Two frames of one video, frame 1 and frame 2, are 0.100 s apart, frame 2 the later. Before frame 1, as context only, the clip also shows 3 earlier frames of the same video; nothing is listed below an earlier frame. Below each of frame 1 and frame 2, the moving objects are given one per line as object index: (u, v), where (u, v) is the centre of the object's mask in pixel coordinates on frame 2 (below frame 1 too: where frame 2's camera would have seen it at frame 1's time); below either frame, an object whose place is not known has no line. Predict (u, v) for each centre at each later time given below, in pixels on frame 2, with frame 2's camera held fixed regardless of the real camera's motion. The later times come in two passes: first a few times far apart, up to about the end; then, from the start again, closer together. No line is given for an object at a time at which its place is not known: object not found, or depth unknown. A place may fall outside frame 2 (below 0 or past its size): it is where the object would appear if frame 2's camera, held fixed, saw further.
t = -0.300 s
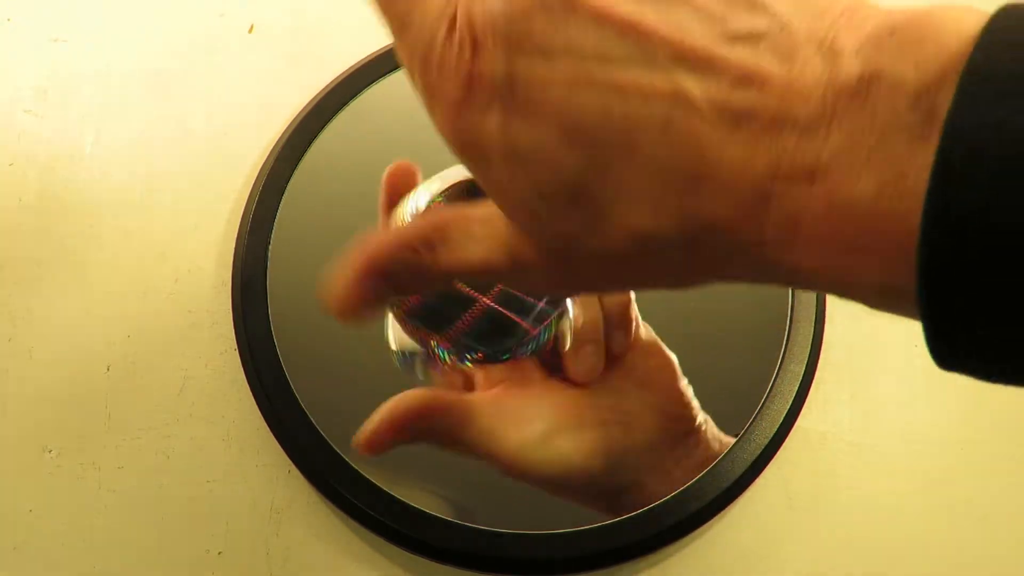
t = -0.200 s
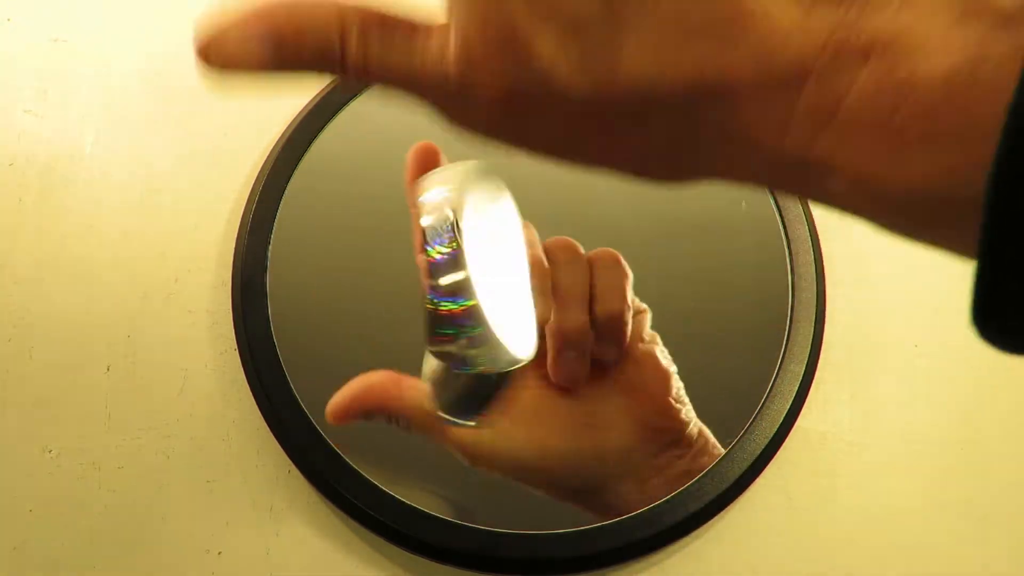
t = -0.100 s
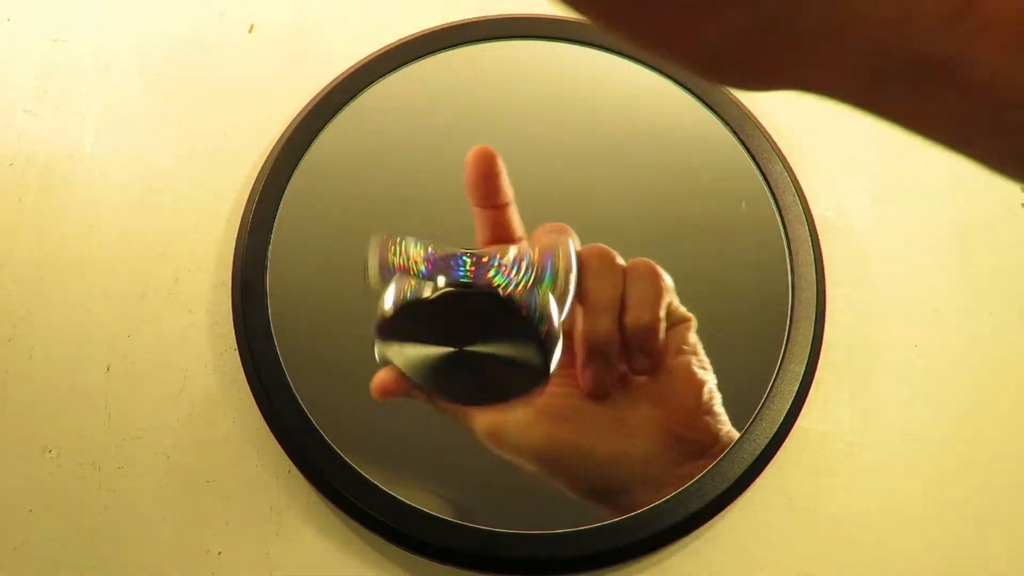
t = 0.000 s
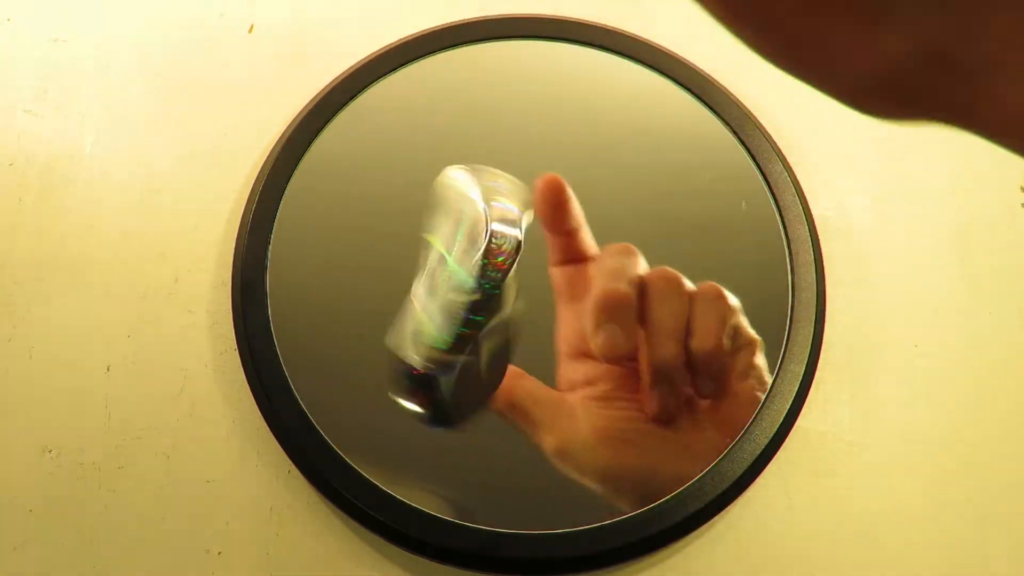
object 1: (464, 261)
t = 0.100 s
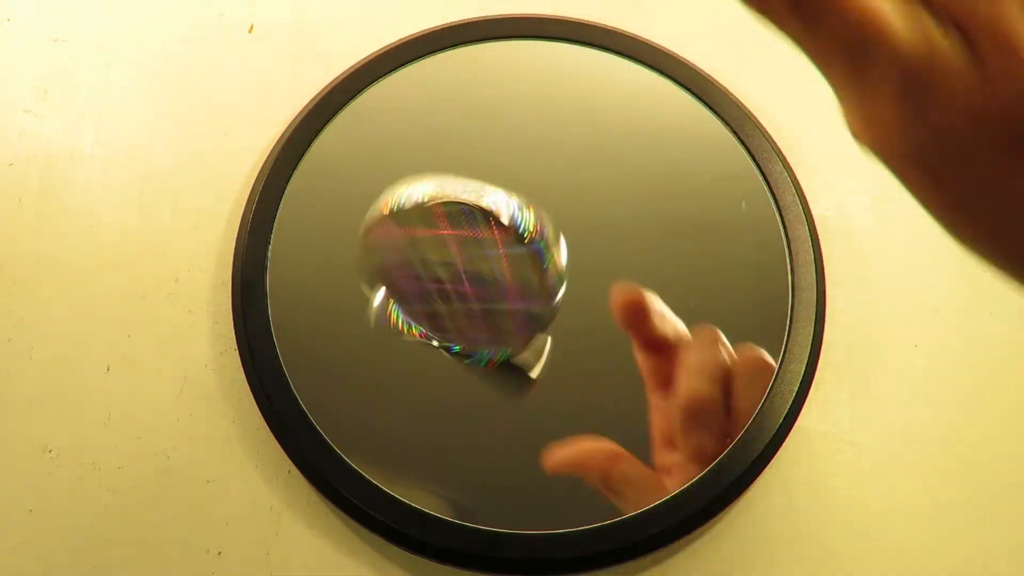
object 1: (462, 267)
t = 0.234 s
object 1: (473, 255)
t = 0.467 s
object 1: (513, 233)
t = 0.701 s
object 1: (575, 244)
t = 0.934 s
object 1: (614, 278)
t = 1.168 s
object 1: (620, 297)
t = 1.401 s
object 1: (584, 282)
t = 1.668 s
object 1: (565, 218)
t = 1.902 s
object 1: (590, 171)
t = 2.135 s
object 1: (636, 151)
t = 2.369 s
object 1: (656, 173)
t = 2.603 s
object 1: (623, 206)
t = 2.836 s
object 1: (560, 208)
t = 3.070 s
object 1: (507, 172)
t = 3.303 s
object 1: (519, 108)
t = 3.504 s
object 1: (554, 116)
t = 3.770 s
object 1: (585, 174)
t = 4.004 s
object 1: (559, 230)
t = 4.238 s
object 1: (496, 239)
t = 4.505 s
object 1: (456, 172)
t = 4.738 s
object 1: (502, 144)
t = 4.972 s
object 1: (572, 179)
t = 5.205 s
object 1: (576, 253)
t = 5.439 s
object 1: (516, 268)
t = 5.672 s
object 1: (466, 225)
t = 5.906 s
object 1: (508, 171)
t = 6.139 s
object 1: (582, 188)
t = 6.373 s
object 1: (599, 253)
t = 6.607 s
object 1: (529, 278)
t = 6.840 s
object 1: (489, 220)
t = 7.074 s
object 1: (537, 169)
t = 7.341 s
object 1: (609, 209)
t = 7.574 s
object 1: (569, 273)
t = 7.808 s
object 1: (503, 245)
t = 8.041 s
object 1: (520, 176)
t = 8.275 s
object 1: (593, 184)
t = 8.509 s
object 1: (592, 256)
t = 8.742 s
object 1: (525, 257)
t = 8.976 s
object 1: (512, 188)
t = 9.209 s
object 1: (580, 179)
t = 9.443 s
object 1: (598, 239)
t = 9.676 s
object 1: (534, 253)
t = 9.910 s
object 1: (511, 197)
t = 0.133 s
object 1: (466, 256)
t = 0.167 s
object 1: (466, 264)
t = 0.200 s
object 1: (464, 256)
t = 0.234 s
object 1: (473, 255)
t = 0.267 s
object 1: (477, 247)
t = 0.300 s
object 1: (473, 249)
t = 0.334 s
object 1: (484, 245)
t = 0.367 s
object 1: (494, 241)
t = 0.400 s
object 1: (500, 241)
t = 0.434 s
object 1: (505, 242)
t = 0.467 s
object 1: (513, 233)
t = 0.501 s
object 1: (523, 236)
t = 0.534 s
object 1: (532, 234)
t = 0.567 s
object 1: (539, 237)
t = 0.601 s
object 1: (548, 232)
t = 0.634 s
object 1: (560, 238)
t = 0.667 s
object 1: (568, 239)
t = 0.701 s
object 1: (575, 244)
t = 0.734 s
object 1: (583, 236)
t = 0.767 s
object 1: (594, 249)
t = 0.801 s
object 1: (596, 257)
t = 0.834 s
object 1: (604, 261)
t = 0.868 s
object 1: (608, 255)
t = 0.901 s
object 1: (616, 267)
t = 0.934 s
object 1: (614, 278)
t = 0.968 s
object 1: (618, 284)
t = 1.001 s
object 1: (618, 277)
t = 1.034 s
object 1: (625, 285)
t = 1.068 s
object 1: (618, 295)
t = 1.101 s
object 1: (624, 296)
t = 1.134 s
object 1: (616, 291)
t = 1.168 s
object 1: (620, 297)
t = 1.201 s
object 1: (623, 287)
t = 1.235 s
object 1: (615, 300)
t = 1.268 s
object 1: (603, 294)
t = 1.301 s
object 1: (604, 295)
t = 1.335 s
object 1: (600, 288)
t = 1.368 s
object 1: (604, 291)
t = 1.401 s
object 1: (584, 282)
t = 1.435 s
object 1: (586, 279)
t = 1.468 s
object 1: (584, 265)
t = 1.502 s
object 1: (587, 265)
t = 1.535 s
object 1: (571, 257)
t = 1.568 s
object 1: (573, 249)
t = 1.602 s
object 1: (571, 230)
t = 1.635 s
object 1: (579, 234)
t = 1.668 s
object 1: (565, 218)
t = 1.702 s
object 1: (569, 215)
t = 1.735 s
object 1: (569, 201)
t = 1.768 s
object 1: (576, 195)
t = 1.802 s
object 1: (574, 190)
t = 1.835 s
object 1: (581, 176)
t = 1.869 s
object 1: (585, 173)
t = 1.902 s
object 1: (590, 171)
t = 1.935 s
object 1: (593, 175)
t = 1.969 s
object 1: (602, 151)
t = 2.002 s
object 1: (608, 152)
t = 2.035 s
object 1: (615, 155)
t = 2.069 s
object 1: (619, 161)
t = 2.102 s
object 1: (626, 145)
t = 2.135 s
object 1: (636, 151)
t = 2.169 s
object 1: (645, 146)
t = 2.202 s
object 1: (652, 160)
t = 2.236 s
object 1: (647, 156)
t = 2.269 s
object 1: (659, 164)
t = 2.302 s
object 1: (657, 165)
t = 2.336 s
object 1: (672, 171)
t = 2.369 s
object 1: (656, 173)
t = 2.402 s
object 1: (660, 180)
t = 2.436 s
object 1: (655, 180)
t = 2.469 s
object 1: (665, 180)
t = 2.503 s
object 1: (646, 207)
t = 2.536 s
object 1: (642, 199)
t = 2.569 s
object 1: (637, 201)
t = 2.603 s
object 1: (623, 206)
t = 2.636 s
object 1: (617, 216)
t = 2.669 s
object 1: (609, 210)
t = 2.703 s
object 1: (604, 212)
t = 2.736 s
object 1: (581, 230)
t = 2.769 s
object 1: (587, 210)
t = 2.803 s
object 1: (565, 209)
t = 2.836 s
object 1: (560, 208)
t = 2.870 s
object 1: (551, 199)
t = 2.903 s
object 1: (550, 197)
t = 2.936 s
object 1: (531, 192)
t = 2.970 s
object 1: (525, 189)
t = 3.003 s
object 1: (519, 179)
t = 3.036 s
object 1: (507, 172)
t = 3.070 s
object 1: (507, 172)
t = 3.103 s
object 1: (504, 152)
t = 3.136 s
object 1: (507, 149)
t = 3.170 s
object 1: (508, 140)
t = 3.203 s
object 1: (510, 136)
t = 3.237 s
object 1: (509, 125)
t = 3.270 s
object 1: (515, 121)
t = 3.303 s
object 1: (519, 108)
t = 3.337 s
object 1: (530, 113)
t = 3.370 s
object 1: (527, 109)
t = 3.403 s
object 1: (536, 101)
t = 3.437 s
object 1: (544, 107)
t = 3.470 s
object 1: (546, 116)
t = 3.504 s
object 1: (554, 116)
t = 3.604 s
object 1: (575, 121)
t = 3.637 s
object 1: (594, 136)
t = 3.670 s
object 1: (582, 138)
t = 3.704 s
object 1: (588, 150)
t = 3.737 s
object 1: (589, 156)
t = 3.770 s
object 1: (585, 174)
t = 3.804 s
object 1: (592, 182)
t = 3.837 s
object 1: (585, 186)
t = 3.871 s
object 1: (589, 194)
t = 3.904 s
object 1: (580, 200)
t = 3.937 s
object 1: (589, 216)
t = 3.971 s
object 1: (563, 221)
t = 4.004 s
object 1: (559, 230)
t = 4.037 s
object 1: (550, 232)
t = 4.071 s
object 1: (579, 221)
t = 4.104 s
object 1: (524, 240)
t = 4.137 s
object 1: (513, 242)
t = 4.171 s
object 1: (506, 242)
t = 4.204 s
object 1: (498, 238)
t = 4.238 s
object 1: (496, 239)
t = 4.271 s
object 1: (474, 232)
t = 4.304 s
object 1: (468, 222)
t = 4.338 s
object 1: (462, 216)
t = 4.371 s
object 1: (462, 208)
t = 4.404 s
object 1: (454, 201)
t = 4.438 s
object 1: (450, 192)
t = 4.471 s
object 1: (455, 187)
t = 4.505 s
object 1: (456, 172)
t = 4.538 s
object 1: (462, 172)
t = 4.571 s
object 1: (462, 163)
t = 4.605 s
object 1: (469, 154)
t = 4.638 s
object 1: (480, 154)
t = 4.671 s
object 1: (490, 149)
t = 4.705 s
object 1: (501, 154)
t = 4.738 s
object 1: (502, 144)
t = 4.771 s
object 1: (518, 143)
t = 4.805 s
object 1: (526, 146)
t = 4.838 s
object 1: (539, 152)
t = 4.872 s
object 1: (547, 157)
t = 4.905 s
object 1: (555, 159)
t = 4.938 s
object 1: (571, 164)
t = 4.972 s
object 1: (572, 179)
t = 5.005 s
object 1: (588, 187)
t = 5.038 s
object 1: (580, 203)
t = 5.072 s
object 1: (588, 205)
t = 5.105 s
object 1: (588, 216)
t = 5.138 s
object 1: (587, 229)
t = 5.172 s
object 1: (590, 247)
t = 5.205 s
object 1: (576, 253)
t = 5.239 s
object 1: (574, 262)
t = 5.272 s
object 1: (566, 262)
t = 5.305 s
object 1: (553, 271)
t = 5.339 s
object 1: (545, 277)
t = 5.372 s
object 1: (531, 279)
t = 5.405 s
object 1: (526, 281)
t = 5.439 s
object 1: (516, 268)
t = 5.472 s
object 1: (508, 273)
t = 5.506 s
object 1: (492, 272)
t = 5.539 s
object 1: (483, 262)
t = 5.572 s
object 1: (479, 257)
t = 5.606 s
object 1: (474, 245)
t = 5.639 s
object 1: (470, 235)
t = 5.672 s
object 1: (466, 225)
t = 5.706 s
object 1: (469, 212)
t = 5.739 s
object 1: (472, 208)
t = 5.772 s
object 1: (476, 202)
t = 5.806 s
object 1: (480, 191)
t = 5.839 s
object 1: (488, 179)
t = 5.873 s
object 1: (498, 177)
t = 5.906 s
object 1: (508, 171)
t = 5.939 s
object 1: (523, 168)
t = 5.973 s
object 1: (529, 172)
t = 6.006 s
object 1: (541, 164)
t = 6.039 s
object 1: (555, 170)
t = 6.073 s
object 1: (565, 172)
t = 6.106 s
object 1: (580, 181)
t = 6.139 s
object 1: (582, 188)
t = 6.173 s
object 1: (593, 192)
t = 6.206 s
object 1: (601, 201)
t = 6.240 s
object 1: (604, 209)
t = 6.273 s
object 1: (612, 229)
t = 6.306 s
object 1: (601, 240)
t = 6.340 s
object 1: (600, 250)
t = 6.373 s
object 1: (599, 253)
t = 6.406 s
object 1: (594, 257)
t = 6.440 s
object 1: (585, 276)
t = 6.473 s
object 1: (570, 278)
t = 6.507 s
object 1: (562, 282)
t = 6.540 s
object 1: (552, 275)
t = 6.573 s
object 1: (543, 276)
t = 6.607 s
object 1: (529, 278)
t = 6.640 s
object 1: (516, 274)
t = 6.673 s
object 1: (510, 270)
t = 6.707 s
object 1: (503, 257)
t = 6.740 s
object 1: (497, 250)
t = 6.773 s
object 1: (489, 241)
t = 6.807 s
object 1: (489, 227)
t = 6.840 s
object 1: (489, 220)
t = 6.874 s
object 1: (491, 207)
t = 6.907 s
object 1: (496, 203)
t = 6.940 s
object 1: (500, 186)
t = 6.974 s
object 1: (508, 189)
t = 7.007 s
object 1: (518, 178)
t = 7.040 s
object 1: (529, 174)
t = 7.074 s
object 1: (537, 169)
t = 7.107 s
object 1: (549, 166)
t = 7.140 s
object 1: (560, 172)
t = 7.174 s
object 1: (573, 173)
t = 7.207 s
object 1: (587, 179)
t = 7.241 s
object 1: (591, 194)
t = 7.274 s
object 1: (600, 192)
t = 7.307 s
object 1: (606, 201)
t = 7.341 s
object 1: (609, 209)
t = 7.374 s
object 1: (614, 224)
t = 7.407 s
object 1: (604, 238)
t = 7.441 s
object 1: (602, 250)
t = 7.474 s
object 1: (601, 248)
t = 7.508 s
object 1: (594, 253)
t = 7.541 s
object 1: (586, 267)
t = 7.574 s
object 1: (569, 273)
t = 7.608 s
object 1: (562, 275)
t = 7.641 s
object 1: (551, 271)
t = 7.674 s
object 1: (542, 266)
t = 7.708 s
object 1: (528, 264)
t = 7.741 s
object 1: (515, 259)
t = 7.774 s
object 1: (510, 254)
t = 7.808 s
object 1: (503, 245)
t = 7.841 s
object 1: (501, 234)
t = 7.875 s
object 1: (495, 221)
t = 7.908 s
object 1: (500, 212)
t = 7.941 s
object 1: (501, 203)
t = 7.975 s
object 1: (507, 195)
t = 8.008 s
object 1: (511, 187)
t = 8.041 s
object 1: (520, 176)
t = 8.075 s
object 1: (531, 180)
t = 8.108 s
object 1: (540, 171)
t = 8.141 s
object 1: (553, 173)
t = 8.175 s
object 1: (559, 174)
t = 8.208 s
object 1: (573, 171)
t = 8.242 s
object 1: (581, 181)
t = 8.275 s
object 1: (593, 184)
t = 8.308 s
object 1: (603, 198)
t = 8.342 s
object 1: (602, 207)
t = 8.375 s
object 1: (608, 214)
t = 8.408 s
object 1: (608, 219)
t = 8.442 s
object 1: (607, 229)
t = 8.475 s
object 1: (602, 246)
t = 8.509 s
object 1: (592, 256)
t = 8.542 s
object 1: (586, 262)
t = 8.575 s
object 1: (577, 257)
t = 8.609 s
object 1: (569, 263)
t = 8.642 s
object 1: (554, 268)
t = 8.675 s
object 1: (542, 267)
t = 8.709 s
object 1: (533, 264)
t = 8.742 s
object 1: (525, 257)
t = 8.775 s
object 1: (517, 247)
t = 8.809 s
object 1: (509, 237)
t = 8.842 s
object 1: (505, 231)
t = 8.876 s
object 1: (502, 222)
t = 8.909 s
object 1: (504, 215)
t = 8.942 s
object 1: (504, 199)
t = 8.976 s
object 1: (512, 188)
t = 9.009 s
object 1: (518, 186)
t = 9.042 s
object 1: (527, 177)
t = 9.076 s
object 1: (535, 178)
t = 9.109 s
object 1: (545, 170)
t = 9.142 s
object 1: (559, 170)
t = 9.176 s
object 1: (567, 173)
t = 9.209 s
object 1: (580, 179)
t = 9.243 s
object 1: (585, 191)
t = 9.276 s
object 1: (595, 191)
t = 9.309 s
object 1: (597, 199)
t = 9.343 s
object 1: (602, 206)
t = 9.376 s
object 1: (604, 224)
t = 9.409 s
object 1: (599, 234)
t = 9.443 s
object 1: (598, 239)
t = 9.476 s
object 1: (590, 239)
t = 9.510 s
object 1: (584, 248)
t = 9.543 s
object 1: (573, 260)
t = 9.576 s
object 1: (561, 264)
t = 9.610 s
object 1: (551, 262)
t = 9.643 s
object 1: (543, 257)
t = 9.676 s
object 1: (534, 253)
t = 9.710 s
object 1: (522, 248)
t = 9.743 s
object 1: (514, 245)
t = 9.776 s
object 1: (509, 236)
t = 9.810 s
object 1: (508, 227)
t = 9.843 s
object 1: (505, 213)
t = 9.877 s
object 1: (509, 203)
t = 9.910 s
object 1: (511, 197)
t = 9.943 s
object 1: (518, 190)
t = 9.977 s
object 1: (522, 185)
